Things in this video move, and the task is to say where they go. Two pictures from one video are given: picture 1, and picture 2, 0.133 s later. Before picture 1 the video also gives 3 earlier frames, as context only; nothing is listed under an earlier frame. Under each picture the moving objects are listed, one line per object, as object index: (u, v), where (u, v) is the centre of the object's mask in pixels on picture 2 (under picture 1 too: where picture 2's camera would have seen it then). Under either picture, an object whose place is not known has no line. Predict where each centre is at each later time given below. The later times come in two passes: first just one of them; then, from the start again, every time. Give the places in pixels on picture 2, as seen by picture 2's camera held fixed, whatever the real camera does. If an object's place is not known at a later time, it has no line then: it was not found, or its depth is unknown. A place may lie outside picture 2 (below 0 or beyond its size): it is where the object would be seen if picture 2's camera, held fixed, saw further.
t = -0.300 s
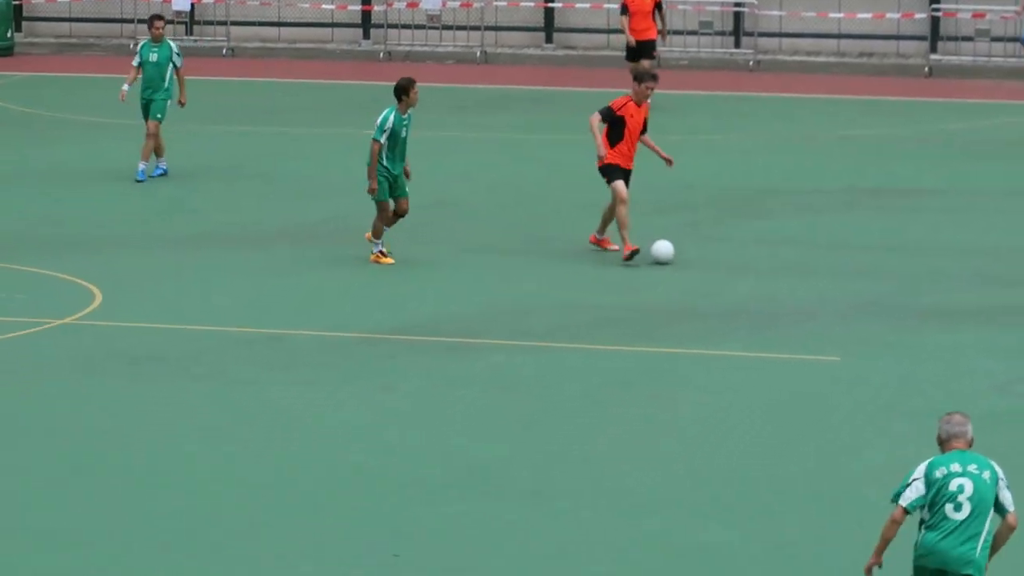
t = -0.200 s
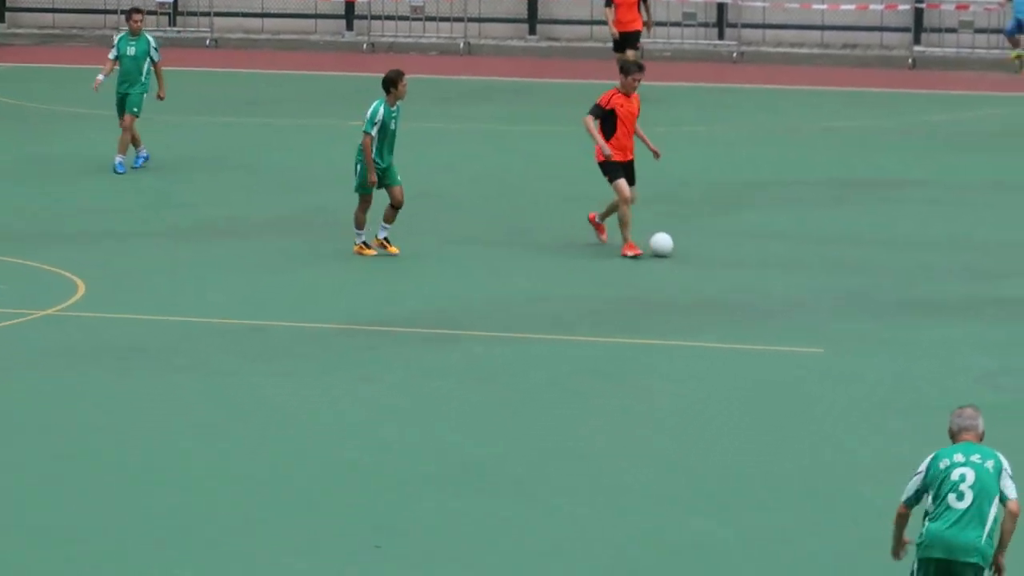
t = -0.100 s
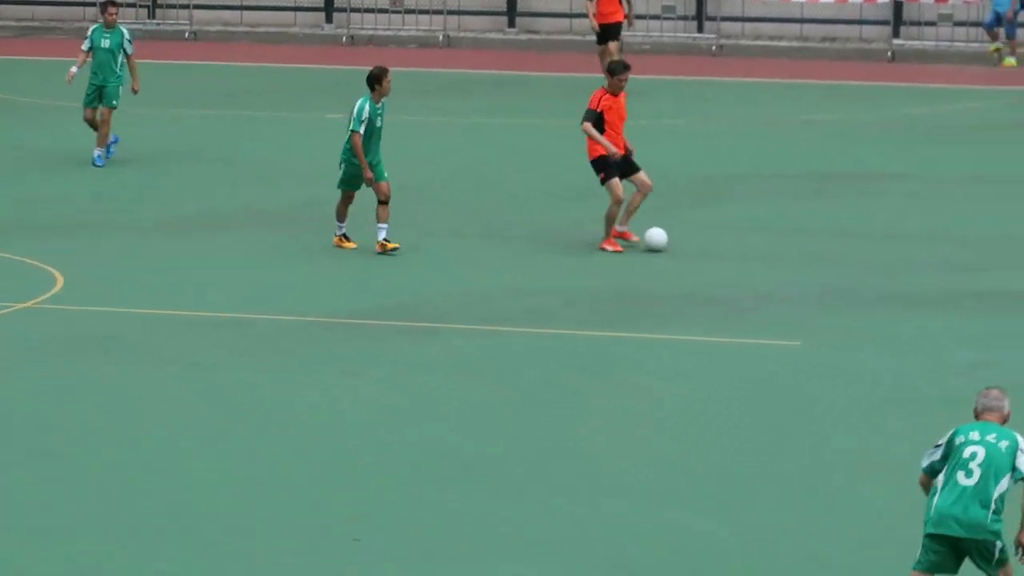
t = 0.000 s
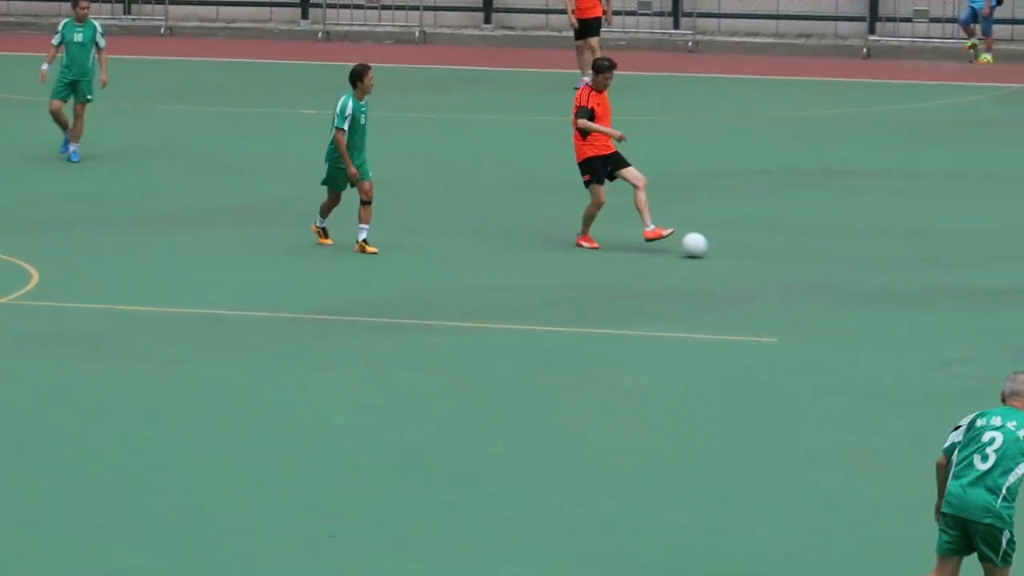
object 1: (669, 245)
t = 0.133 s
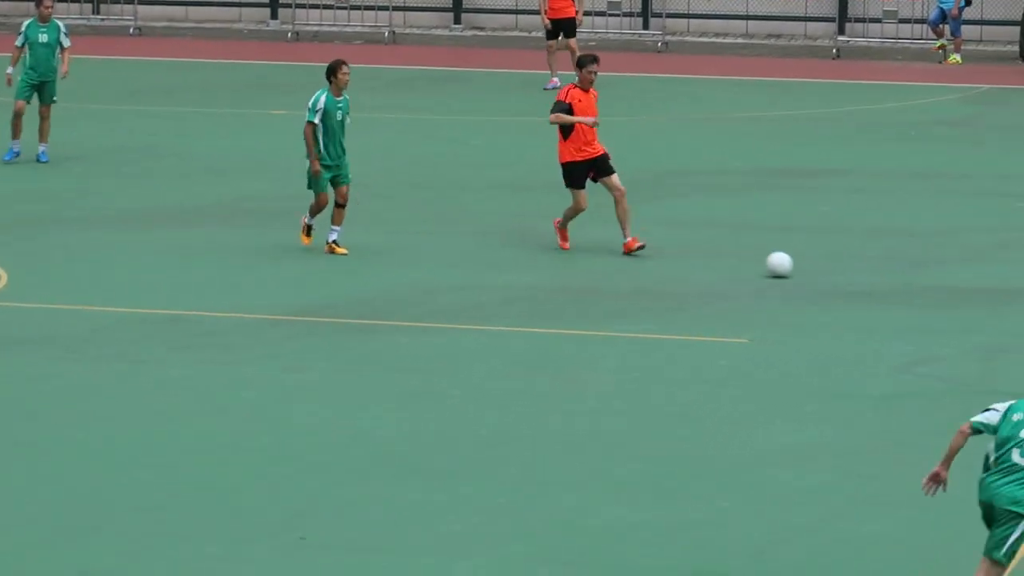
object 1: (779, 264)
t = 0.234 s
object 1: (866, 279)
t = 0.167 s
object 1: (808, 269)
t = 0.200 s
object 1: (837, 274)
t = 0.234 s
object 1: (866, 279)
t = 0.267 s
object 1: (894, 284)
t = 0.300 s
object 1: (921, 289)
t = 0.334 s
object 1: (951, 293)
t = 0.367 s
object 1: (975, 298)
